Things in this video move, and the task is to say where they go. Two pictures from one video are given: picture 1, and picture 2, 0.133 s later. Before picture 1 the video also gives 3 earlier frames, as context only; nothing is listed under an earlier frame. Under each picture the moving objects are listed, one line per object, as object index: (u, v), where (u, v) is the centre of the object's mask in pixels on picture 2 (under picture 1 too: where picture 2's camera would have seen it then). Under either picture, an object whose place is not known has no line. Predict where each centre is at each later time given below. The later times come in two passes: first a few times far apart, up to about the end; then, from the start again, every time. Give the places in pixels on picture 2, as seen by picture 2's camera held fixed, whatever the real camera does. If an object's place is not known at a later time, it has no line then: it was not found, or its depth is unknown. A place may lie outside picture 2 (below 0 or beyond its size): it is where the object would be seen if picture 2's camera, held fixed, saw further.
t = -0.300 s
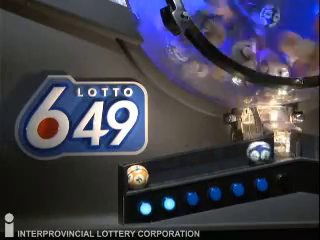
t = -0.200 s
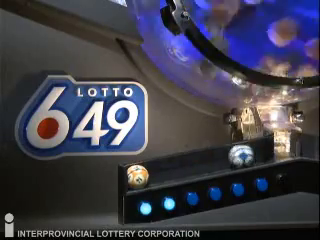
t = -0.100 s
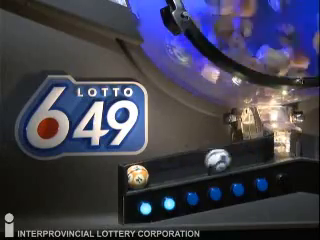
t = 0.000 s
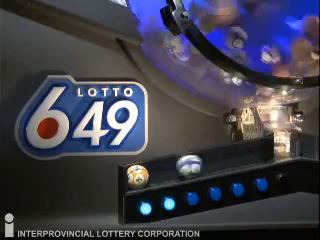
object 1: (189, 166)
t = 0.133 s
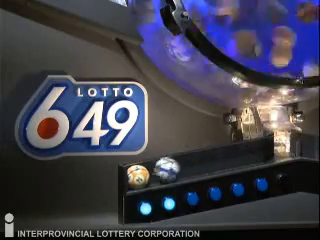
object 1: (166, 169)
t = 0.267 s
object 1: (178, 168)
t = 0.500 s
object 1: (172, 170)
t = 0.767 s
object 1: (163, 172)
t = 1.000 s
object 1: (159, 172)
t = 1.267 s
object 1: (159, 172)
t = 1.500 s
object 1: (159, 172)
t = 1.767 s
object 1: (159, 172)
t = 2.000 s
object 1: (159, 172)
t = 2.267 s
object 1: (159, 172)
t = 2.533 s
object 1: (159, 172)
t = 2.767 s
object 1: (159, 172)
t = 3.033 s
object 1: (159, 172)
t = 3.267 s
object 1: (159, 172)
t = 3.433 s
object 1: (159, 172)
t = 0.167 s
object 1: (171, 169)
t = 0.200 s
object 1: (174, 169)
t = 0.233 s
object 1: (176, 169)
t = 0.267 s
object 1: (178, 168)
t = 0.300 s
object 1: (179, 168)
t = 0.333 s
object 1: (179, 168)
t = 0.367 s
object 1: (179, 168)
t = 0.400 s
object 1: (178, 168)
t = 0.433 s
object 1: (177, 168)
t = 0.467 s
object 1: (175, 169)
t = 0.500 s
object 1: (172, 170)
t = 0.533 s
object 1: (169, 170)
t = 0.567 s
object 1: (165, 171)
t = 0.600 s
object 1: (161, 172)
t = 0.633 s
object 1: (160, 172)
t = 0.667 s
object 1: (161, 172)
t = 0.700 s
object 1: (162, 172)
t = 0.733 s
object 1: (163, 171)
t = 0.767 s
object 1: (163, 172)
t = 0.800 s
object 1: (162, 172)
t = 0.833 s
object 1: (161, 172)
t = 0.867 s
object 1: (160, 172)
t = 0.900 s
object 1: (160, 172)
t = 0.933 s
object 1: (160, 172)
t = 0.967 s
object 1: (160, 172)
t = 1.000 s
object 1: (159, 172)
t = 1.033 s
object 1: (159, 172)
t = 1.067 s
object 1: (159, 172)
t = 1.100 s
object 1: (159, 172)
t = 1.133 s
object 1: (159, 172)
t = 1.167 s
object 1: (159, 172)
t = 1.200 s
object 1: (159, 172)
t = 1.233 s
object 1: (159, 172)
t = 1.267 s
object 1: (159, 172)
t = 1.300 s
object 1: (159, 172)
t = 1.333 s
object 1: (159, 172)
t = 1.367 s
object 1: (159, 172)
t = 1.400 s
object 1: (159, 172)
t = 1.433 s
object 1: (159, 172)
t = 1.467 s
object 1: (159, 172)
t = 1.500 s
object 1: (159, 172)
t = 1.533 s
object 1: (159, 172)
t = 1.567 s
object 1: (159, 172)
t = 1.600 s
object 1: (159, 172)
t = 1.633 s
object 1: (159, 172)
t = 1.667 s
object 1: (159, 172)
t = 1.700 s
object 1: (159, 172)
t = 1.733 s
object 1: (159, 172)
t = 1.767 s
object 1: (159, 172)
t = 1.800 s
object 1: (159, 172)
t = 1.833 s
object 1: (159, 172)
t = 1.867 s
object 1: (159, 172)
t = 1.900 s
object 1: (159, 172)
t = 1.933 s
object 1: (159, 172)
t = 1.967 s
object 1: (159, 172)
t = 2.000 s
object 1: (159, 172)
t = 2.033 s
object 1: (159, 172)
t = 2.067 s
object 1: (159, 172)
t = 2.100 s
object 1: (159, 172)
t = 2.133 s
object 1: (159, 172)
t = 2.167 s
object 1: (159, 172)
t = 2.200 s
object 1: (159, 172)
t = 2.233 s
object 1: (159, 172)
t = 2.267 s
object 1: (159, 172)
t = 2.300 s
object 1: (159, 172)
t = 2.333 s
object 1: (159, 172)
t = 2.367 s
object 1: (159, 172)
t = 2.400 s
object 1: (159, 172)
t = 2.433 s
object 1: (159, 172)
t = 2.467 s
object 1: (159, 172)
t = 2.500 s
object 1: (159, 172)
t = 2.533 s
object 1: (159, 172)
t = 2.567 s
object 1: (159, 172)
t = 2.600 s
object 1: (159, 172)
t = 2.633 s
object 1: (159, 172)
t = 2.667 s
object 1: (159, 172)
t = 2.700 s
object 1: (159, 172)
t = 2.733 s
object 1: (159, 172)
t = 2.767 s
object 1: (159, 172)
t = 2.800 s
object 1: (159, 172)
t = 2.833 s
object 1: (159, 172)
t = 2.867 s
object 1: (159, 172)
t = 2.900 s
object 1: (159, 172)
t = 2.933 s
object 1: (159, 172)
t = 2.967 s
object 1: (159, 172)
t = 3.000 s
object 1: (159, 172)
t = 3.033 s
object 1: (159, 172)
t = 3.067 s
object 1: (159, 172)
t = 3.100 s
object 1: (159, 172)
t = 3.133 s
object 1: (159, 172)
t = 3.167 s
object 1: (159, 172)
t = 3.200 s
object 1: (159, 172)
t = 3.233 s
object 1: (159, 172)
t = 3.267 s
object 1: (159, 172)
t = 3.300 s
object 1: (159, 172)
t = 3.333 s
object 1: (159, 172)
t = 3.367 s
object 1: (159, 172)
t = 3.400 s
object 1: (159, 172)
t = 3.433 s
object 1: (159, 172)
